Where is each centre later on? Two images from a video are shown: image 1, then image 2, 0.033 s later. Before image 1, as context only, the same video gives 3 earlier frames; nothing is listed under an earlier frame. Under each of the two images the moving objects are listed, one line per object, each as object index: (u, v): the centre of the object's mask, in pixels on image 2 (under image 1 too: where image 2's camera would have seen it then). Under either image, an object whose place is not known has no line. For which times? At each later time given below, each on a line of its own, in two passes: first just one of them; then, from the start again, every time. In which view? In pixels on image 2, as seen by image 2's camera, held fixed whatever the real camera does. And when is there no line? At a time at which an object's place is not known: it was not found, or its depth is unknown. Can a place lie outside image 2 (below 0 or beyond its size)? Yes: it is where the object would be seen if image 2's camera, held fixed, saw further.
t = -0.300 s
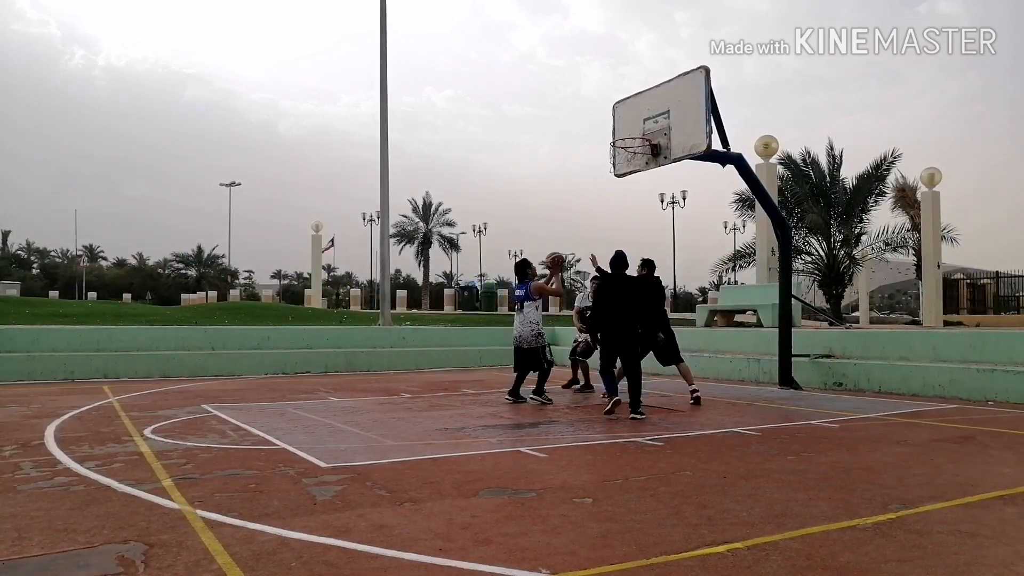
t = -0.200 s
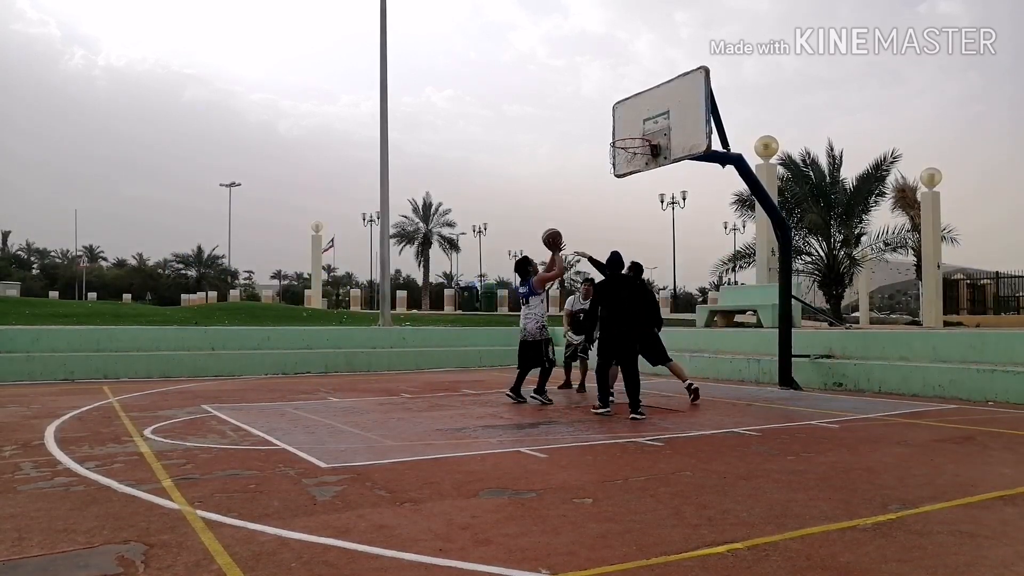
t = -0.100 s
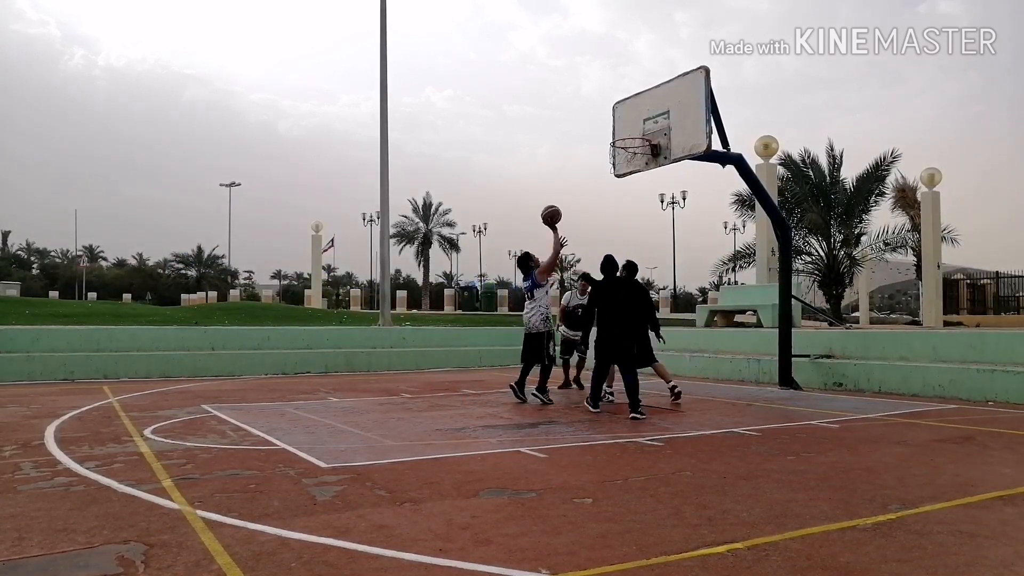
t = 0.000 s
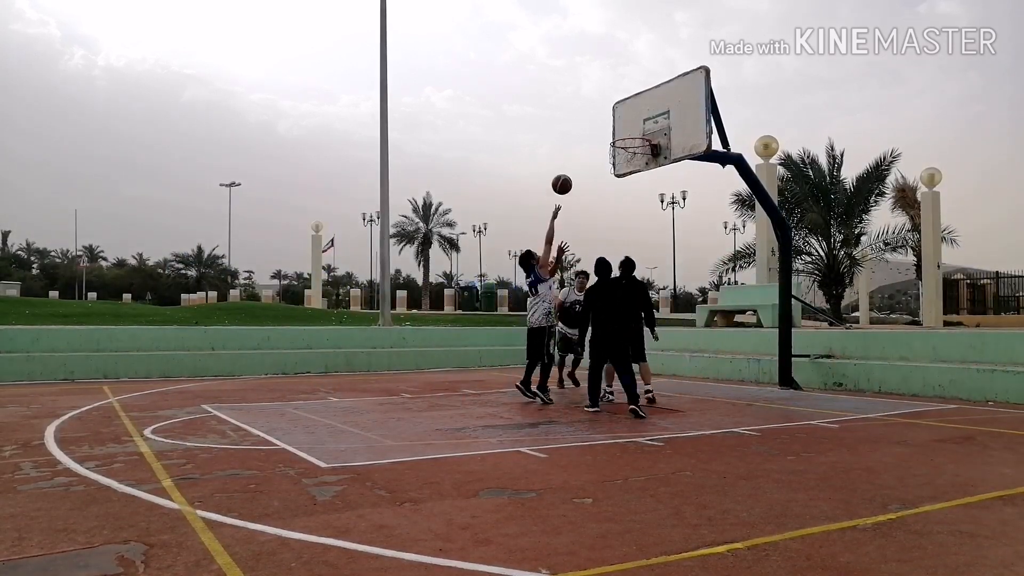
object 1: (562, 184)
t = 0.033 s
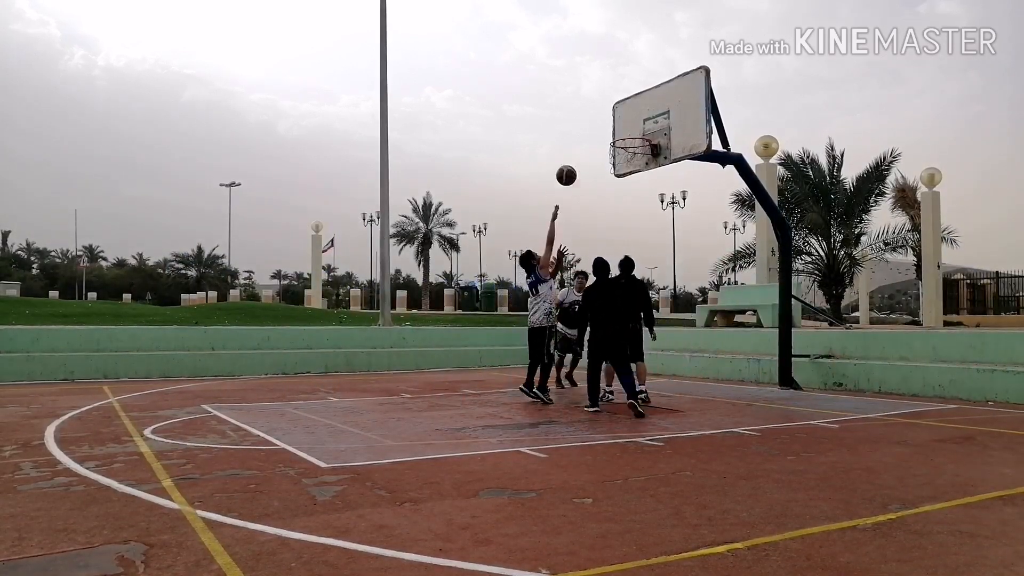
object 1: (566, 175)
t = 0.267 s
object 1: (597, 140)
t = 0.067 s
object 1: (570, 167)
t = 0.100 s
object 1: (575, 160)
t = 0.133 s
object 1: (579, 154)
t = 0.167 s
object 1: (584, 149)
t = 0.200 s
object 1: (588, 145)
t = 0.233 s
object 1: (592, 142)
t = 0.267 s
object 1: (597, 140)
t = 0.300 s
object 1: (601, 139)
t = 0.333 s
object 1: (603, 138)
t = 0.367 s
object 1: (600, 138)
